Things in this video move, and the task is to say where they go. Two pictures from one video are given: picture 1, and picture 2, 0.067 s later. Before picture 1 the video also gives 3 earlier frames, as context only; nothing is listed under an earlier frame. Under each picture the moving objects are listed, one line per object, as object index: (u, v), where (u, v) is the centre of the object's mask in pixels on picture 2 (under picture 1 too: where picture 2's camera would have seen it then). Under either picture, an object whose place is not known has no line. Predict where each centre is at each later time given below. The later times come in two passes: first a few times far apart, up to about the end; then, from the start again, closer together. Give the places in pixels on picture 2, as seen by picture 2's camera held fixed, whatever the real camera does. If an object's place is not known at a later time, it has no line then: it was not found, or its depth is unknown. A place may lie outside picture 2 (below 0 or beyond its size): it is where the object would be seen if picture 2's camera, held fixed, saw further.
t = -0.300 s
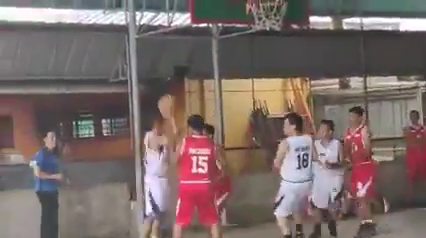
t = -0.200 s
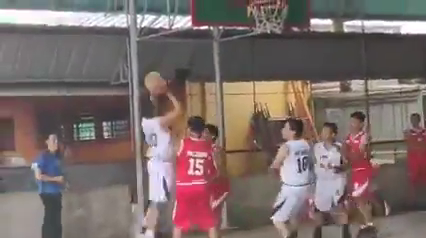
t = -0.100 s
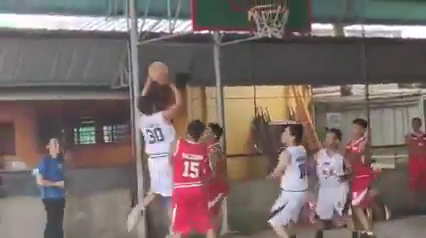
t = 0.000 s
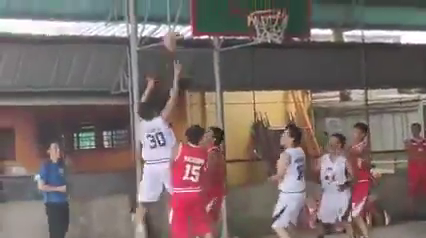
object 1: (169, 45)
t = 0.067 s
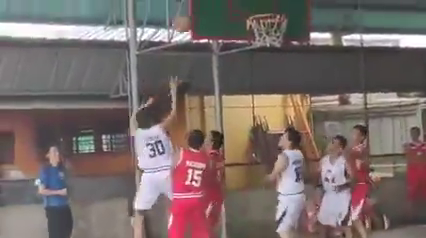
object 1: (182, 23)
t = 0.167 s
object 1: (192, 2)
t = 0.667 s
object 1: (273, 3)
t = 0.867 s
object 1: (270, 7)
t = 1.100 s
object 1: (258, 5)
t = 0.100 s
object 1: (184, 14)
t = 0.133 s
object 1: (188, 5)
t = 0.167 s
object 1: (192, 2)
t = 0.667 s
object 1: (273, 3)
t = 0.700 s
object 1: (278, 8)
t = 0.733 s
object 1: (278, 8)
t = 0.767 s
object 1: (275, 7)
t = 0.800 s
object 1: (273, 6)
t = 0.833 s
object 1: (271, 6)
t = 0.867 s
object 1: (270, 7)
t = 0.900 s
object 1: (267, 7)
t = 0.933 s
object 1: (265, 4)
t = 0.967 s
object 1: (263, 3)
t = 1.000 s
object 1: (262, 3)
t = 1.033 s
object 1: (261, 2)
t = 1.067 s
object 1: (260, 4)
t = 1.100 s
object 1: (258, 5)
